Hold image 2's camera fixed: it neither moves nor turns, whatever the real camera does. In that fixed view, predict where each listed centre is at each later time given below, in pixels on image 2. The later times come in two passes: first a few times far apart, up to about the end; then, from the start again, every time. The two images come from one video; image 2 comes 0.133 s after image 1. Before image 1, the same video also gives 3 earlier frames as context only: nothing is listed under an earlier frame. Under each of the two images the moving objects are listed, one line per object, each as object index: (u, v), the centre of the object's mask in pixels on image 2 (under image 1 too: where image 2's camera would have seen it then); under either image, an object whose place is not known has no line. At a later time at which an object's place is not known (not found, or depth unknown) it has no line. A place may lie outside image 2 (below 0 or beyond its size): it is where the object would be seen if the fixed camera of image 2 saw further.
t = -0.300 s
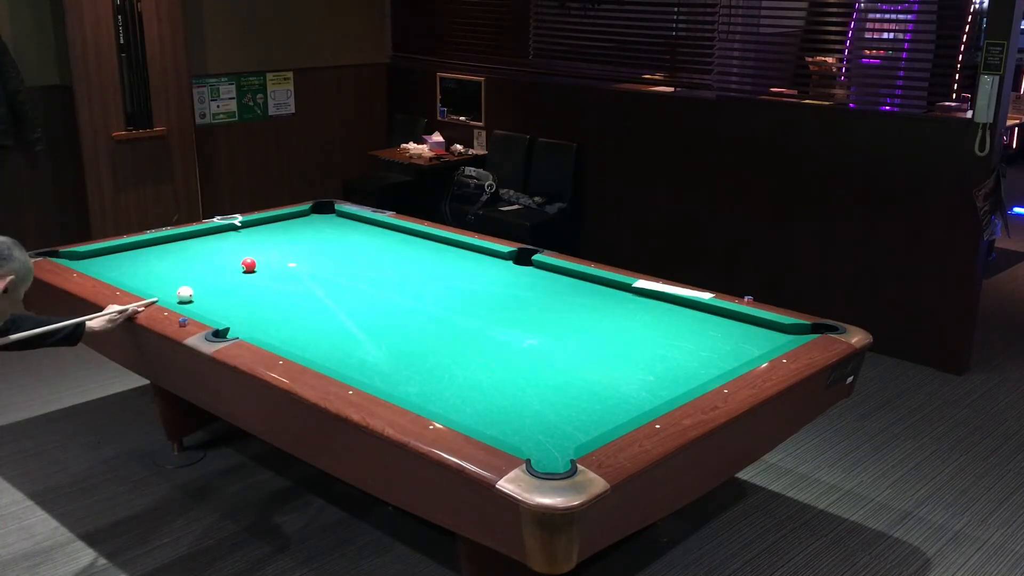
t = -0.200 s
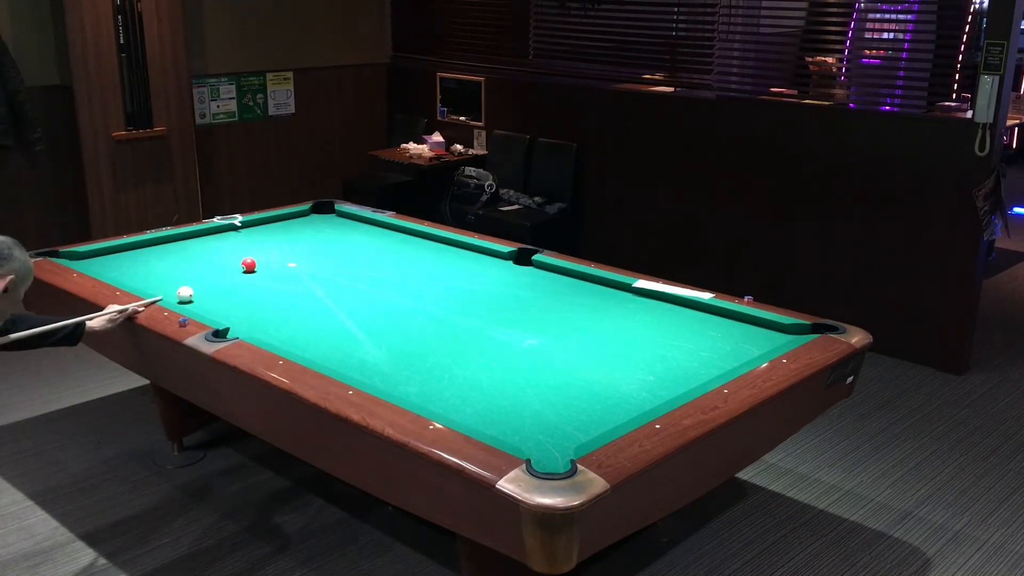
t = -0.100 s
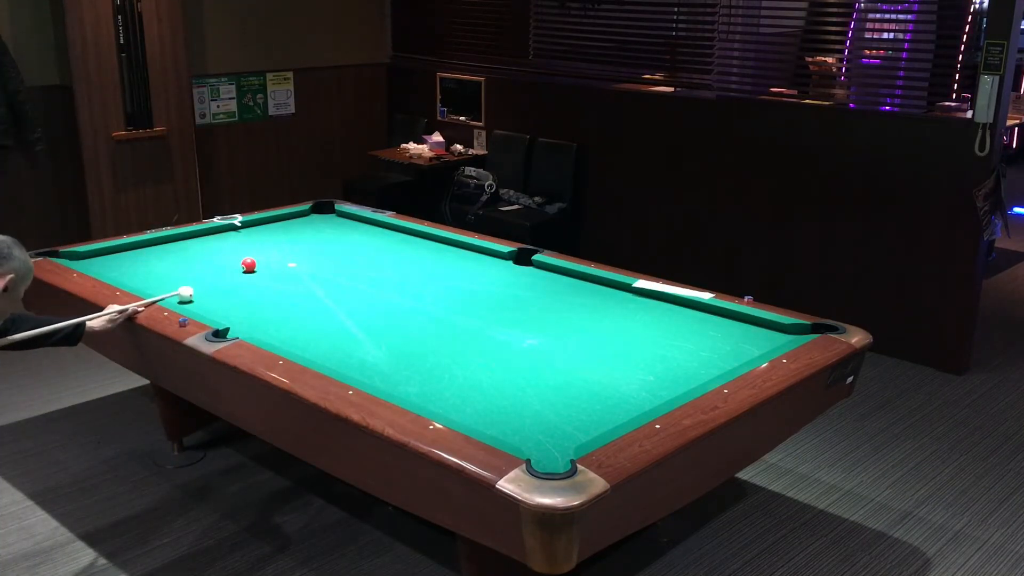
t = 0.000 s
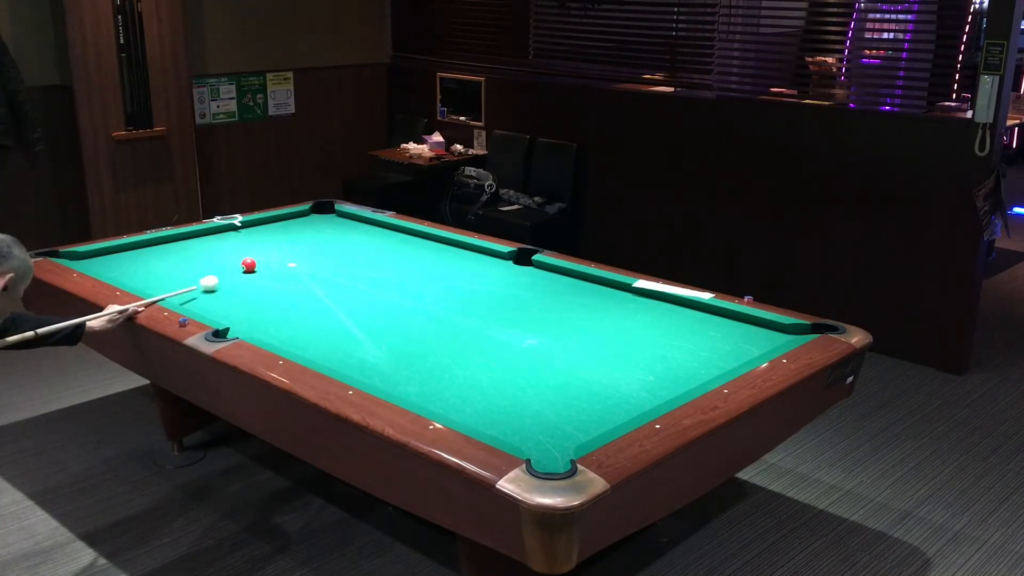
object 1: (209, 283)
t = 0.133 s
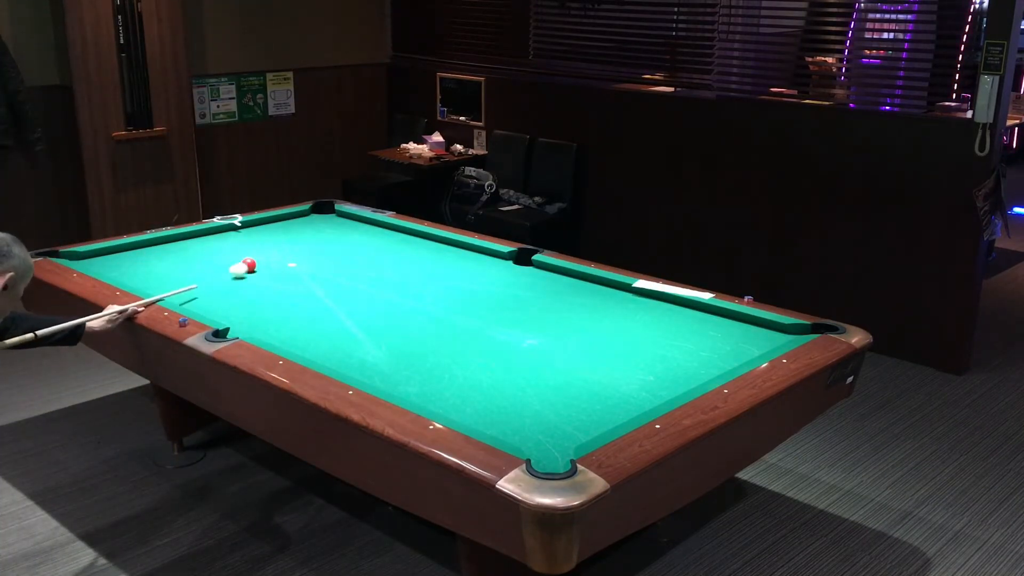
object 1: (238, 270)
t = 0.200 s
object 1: (246, 269)
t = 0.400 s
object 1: (265, 266)
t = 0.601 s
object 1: (283, 262)
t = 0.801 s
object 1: (300, 259)
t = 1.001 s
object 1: (316, 257)
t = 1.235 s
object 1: (333, 254)
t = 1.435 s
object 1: (347, 251)
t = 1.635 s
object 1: (360, 249)
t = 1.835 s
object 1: (372, 247)
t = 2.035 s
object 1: (383, 245)
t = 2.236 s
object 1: (394, 243)
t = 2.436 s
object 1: (404, 241)
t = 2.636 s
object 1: (413, 239)
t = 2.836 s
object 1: (421, 238)
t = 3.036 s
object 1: (428, 237)
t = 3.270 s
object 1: (425, 238)
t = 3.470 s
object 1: (422, 239)
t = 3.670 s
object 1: (420, 239)
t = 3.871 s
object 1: (419, 240)
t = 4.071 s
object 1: (418, 240)
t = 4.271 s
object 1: (418, 240)
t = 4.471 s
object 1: (418, 240)
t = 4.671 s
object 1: (418, 240)
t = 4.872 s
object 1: (418, 240)
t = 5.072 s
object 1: (418, 240)
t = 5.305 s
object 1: (418, 240)
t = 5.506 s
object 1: (418, 240)
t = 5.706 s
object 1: (418, 240)
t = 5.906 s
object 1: (418, 240)
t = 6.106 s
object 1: (418, 240)
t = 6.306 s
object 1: (418, 240)
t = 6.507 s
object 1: (418, 240)
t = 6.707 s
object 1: (418, 240)
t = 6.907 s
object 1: (418, 240)
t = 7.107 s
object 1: (418, 240)
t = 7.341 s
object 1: (418, 240)
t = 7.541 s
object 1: (418, 240)
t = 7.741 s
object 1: (418, 240)
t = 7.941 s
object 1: (418, 240)
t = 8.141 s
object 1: (418, 240)
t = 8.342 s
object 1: (418, 240)
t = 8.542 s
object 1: (418, 240)
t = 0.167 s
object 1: (244, 269)
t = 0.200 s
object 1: (246, 269)
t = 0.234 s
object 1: (249, 269)
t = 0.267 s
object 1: (252, 268)
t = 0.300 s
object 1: (255, 267)
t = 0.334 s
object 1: (258, 267)
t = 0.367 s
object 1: (261, 266)
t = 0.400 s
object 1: (265, 266)
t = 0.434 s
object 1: (268, 265)
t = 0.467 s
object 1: (271, 265)
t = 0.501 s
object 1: (274, 264)
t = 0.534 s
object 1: (277, 264)
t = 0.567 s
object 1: (280, 263)
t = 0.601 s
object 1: (283, 262)
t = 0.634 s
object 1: (286, 262)
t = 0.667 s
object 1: (289, 262)
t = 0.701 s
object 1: (292, 261)
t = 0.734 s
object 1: (295, 260)
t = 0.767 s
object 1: (297, 260)
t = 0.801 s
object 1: (300, 259)
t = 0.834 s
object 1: (303, 259)
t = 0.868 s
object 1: (305, 259)
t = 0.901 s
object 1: (308, 258)
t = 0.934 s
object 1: (311, 258)
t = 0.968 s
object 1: (313, 257)
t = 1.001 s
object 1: (316, 257)
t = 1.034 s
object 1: (318, 256)
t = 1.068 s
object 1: (321, 256)
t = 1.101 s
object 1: (324, 255)
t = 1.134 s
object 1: (326, 255)
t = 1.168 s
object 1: (329, 254)
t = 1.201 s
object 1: (331, 254)
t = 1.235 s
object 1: (333, 254)
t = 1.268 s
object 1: (336, 253)
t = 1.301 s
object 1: (338, 253)
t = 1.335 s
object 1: (340, 252)
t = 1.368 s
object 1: (342, 252)
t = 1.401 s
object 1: (345, 251)
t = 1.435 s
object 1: (347, 251)
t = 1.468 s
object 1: (349, 251)
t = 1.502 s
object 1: (351, 250)
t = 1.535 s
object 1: (354, 250)
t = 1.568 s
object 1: (356, 250)
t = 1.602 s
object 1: (358, 249)
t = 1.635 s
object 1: (360, 249)
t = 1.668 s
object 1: (362, 248)
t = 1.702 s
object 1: (364, 248)
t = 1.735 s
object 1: (366, 248)
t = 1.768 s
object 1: (368, 247)
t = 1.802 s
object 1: (370, 247)
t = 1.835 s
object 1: (372, 247)
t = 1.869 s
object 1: (374, 247)
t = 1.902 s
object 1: (376, 246)
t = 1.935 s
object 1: (378, 246)
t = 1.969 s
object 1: (380, 245)
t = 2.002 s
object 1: (381, 245)
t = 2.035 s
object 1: (383, 245)
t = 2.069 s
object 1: (385, 244)
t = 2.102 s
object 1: (387, 244)
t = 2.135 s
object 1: (388, 244)
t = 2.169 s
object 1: (390, 243)
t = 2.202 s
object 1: (392, 243)
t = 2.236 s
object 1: (394, 243)
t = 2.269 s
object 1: (396, 243)
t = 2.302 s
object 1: (397, 242)
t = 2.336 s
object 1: (399, 242)
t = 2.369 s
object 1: (401, 242)
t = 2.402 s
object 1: (402, 241)
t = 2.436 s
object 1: (404, 241)
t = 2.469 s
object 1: (405, 241)
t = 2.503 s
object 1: (407, 241)
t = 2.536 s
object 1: (408, 240)
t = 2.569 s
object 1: (410, 240)
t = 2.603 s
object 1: (411, 240)
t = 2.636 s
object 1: (413, 239)
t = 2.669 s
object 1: (414, 239)
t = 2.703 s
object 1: (416, 239)
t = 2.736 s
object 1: (417, 239)
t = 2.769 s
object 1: (419, 238)
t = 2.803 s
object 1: (420, 238)
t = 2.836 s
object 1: (421, 238)
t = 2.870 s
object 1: (423, 238)
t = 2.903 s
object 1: (424, 238)
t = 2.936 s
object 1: (426, 237)
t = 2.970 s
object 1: (427, 237)
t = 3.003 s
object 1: (428, 237)
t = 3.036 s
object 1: (428, 237)
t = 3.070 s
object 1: (428, 237)
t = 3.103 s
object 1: (427, 237)
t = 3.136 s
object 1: (426, 238)
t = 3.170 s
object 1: (426, 238)
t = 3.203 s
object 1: (425, 238)
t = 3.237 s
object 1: (425, 238)
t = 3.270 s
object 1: (425, 238)
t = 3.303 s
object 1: (424, 238)
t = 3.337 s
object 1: (424, 238)
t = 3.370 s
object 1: (423, 239)
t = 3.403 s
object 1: (423, 239)
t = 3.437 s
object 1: (423, 239)
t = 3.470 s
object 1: (422, 239)
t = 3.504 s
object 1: (422, 239)
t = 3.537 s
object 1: (422, 239)
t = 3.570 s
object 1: (421, 239)
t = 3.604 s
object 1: (421, 239)
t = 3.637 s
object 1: (421, 239)
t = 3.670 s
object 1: (420, 239)
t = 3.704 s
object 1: (420, 240)
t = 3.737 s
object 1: (420, 240)
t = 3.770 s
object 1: (420, 240)
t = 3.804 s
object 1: (419, 240)
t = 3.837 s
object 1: (419, 240)
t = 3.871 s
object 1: (419, 240)
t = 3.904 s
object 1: (419, 240)
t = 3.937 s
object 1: (418, 240)
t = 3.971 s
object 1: (418, 240)
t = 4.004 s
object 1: (418, 240)
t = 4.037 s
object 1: (418, 240)
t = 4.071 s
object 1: (418, 240)
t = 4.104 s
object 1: (418, 240)
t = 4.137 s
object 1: (418, 240)
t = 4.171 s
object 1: (418, 240)
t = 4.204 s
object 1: (418, 240)
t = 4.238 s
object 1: (418, 240)
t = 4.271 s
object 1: (418, 240)
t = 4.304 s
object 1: (418, 240)
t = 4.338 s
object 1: (418, 240)
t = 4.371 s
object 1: (418, 240)
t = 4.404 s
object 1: (418, 240)
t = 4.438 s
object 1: (418, 240)
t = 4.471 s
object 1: (418, 240)
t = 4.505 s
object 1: (418, 240)
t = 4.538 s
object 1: (418, 240)
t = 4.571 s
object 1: (418, 240)
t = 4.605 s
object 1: (418, 240)
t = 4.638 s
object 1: (418, 240)
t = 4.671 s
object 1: (418, 240)
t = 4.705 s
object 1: (418, 240)
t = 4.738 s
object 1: (418, 240)
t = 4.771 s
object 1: (418, 240)
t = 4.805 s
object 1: (418, 240)
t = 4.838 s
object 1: (418, 240)
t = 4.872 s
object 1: (418, 240)
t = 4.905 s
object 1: (418, 240)
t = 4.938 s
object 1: (418, 240)
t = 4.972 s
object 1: (418, 240)
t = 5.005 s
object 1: (418, 240)
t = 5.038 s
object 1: (418, 240)
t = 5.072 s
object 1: (418, 240)
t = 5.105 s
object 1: (418, 240)
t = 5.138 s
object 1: (418, 240)
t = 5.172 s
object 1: (418, 240)
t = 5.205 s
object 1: (418, 240)
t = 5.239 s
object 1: (418, 240)
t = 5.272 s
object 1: (418, 240)
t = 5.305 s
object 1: (418, 240)
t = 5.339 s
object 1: (418, 240)
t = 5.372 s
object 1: (418, 240)
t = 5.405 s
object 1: (418, 240)
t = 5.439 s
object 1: (418, 240)
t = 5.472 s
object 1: (418, 240)
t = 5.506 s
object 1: (418, 240)
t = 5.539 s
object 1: (418, 240)
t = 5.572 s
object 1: (418, 240)
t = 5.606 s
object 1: (418, 240)
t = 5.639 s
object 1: (418, 240)
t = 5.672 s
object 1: (418, 240)
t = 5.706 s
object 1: (418, 240)
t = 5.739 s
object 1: (418, 240)
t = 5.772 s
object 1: (418, 240)
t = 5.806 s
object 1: (418, 240)
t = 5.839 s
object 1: (418, 240)
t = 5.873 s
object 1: (418, 240)
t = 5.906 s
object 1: (418, 240)
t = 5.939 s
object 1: (418, 240)
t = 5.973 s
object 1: (418, 240)
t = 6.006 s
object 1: (418, 240)
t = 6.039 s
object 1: (418, 240)
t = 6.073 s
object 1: (418, 240)
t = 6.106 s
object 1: (418, 240)
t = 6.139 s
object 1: (418, 240)
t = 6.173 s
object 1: (418, 240)
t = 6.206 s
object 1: (418, 240)
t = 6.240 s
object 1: (418, 240)
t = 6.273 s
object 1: (418, 240)
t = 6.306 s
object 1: (418, 240)
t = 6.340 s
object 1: (418, 240)
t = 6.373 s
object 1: (418, 240)
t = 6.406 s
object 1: (418, 240)
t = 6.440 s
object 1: (418, 240)
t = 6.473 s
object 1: (418, 240)
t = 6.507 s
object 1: (418, 240)
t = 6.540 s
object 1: (418, 240)
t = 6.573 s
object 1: (418, 240)
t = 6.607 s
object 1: (418, 240)
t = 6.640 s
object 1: (418, 240)
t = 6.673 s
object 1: (418, 240)
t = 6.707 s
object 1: (418, 240)
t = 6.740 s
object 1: (418, 240)
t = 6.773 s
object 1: (418, 240)
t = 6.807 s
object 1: (418, 240)
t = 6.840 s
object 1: (418, 240)
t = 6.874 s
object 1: (418, 240)
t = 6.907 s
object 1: (418, 240)
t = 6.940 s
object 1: (418, 240)
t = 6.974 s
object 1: (418, 240)
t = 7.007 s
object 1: (418, 240)
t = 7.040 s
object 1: (418, 240)
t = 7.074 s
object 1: (418, 240)
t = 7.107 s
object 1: (418, 240)
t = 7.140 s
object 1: (418, 240)
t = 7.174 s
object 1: (418, 240)
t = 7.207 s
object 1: (418, 240)
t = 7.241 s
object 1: (418, 240)
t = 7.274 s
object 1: (418, 240)
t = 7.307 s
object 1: (418, 240)
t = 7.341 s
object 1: (418, 240)
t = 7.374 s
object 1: (418, 240)
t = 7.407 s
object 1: (418, 240)
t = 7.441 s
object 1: (418, 240)
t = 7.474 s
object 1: (418, 240)
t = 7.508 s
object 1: (418, 240)
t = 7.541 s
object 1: (418, 240)
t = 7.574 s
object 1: (418, 240)
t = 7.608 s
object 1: (418, 240)
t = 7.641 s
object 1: (418, 240)
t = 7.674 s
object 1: (418, 240)
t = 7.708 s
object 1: (418, 240)
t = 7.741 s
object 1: (418, 240)
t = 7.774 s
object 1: (418, 240)
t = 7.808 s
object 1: (418, 240)
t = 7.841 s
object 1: (418, 240)
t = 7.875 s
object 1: (418, 240)
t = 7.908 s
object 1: (418, 240)
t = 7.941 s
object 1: (418, 240)
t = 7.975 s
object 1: (418, 240)
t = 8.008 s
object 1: (418, 240)
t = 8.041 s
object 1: (418, 240)
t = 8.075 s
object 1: (418, 240)
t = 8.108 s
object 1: (418, 240)
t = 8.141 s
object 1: (418, 240)
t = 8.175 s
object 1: (418, 240)
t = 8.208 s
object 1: (418, 240)
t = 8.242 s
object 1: (418, 240)
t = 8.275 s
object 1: (418, 240)
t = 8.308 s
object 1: (418, 240)
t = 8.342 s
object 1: (418, 240)
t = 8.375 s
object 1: (418, 240)
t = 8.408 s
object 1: (418, 240)
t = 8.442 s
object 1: (418, 240)
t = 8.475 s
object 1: (418, 240)
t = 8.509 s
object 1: (418, 240)
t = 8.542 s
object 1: (418, 240)
